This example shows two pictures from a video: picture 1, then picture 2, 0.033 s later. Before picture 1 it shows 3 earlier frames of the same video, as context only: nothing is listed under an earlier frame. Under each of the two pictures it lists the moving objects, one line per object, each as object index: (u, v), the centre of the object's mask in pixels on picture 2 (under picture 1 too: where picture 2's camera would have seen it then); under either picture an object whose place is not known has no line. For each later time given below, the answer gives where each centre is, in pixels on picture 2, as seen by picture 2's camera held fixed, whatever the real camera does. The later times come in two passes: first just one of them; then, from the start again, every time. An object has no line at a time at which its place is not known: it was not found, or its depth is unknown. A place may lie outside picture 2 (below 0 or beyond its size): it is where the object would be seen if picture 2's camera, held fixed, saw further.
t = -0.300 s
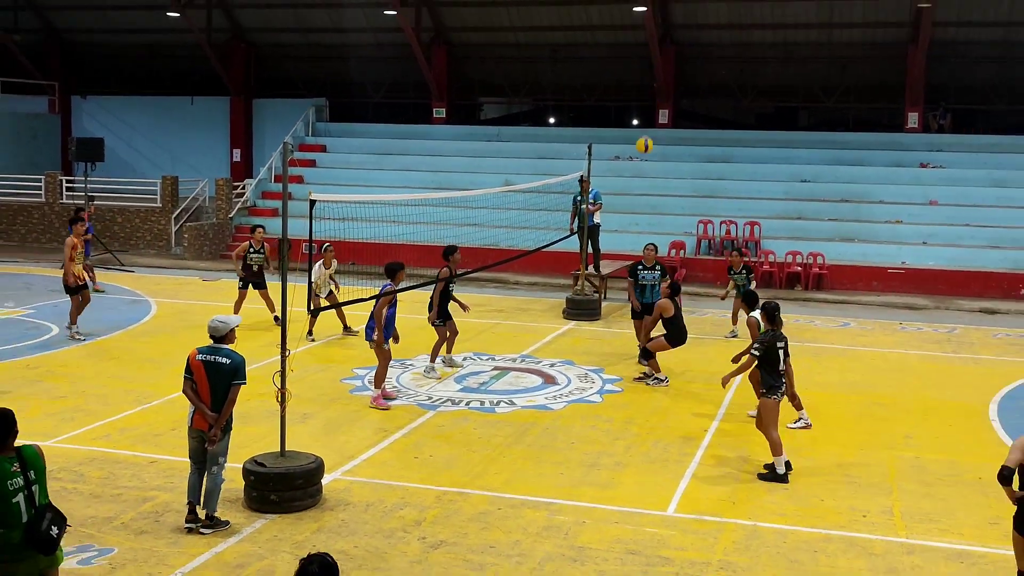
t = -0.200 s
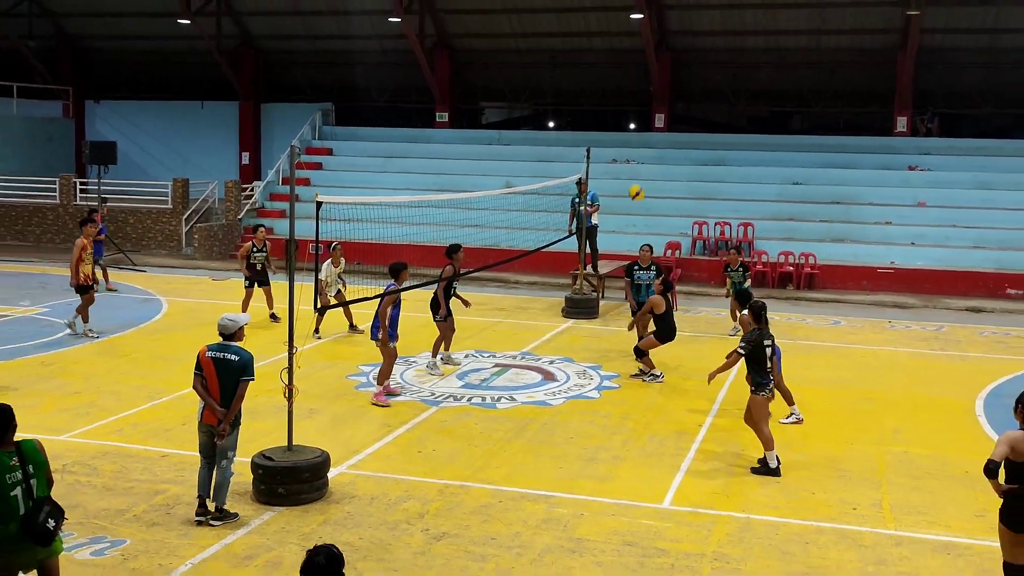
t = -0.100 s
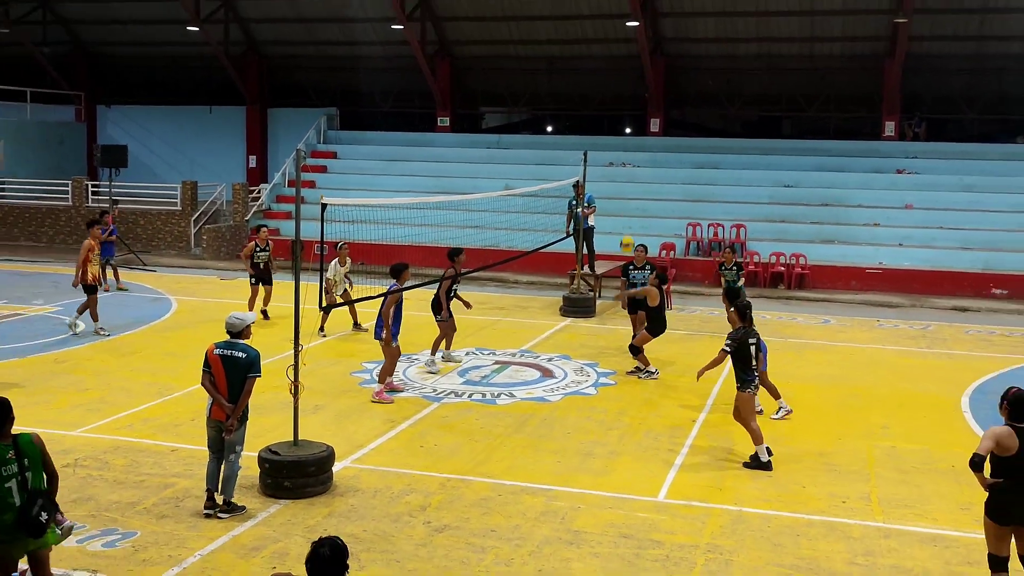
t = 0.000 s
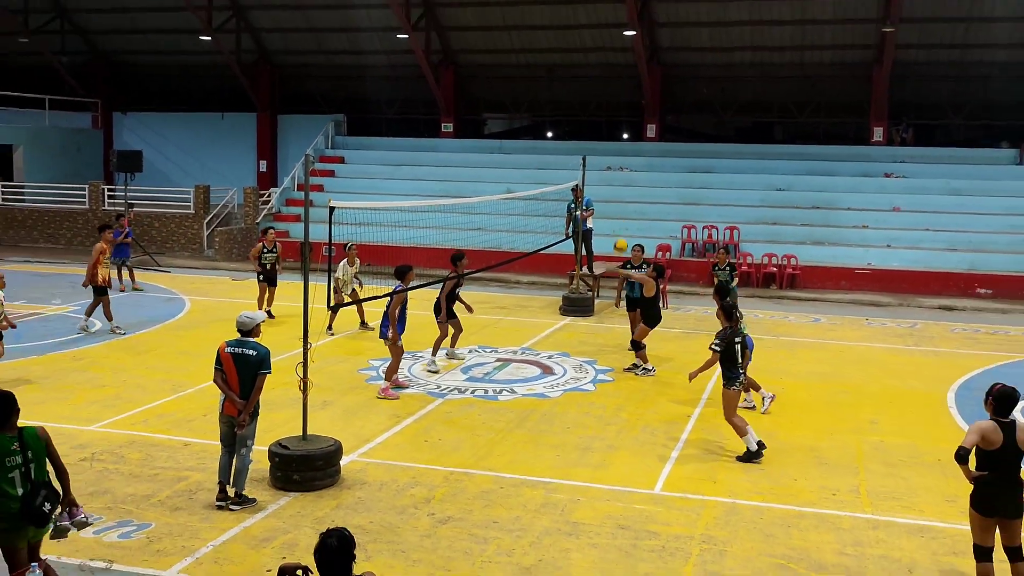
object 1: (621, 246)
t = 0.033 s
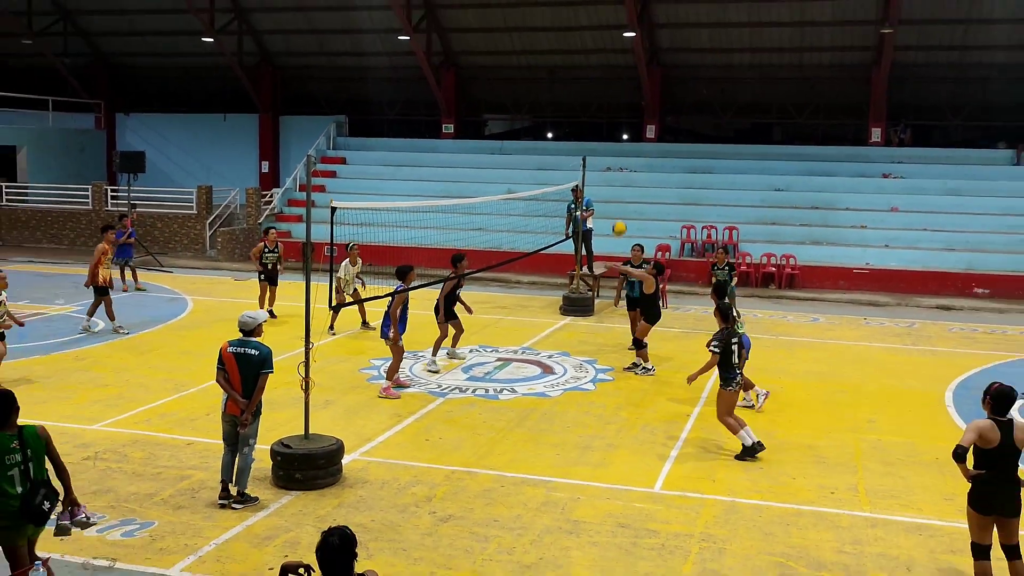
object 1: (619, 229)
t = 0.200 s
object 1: (611, 148)
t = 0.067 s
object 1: (618, 211)
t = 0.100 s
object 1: (617, 194)
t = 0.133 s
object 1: (615, 177)
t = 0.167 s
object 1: (613, 163)
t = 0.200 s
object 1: (611, 148)
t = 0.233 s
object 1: (609, 134)
